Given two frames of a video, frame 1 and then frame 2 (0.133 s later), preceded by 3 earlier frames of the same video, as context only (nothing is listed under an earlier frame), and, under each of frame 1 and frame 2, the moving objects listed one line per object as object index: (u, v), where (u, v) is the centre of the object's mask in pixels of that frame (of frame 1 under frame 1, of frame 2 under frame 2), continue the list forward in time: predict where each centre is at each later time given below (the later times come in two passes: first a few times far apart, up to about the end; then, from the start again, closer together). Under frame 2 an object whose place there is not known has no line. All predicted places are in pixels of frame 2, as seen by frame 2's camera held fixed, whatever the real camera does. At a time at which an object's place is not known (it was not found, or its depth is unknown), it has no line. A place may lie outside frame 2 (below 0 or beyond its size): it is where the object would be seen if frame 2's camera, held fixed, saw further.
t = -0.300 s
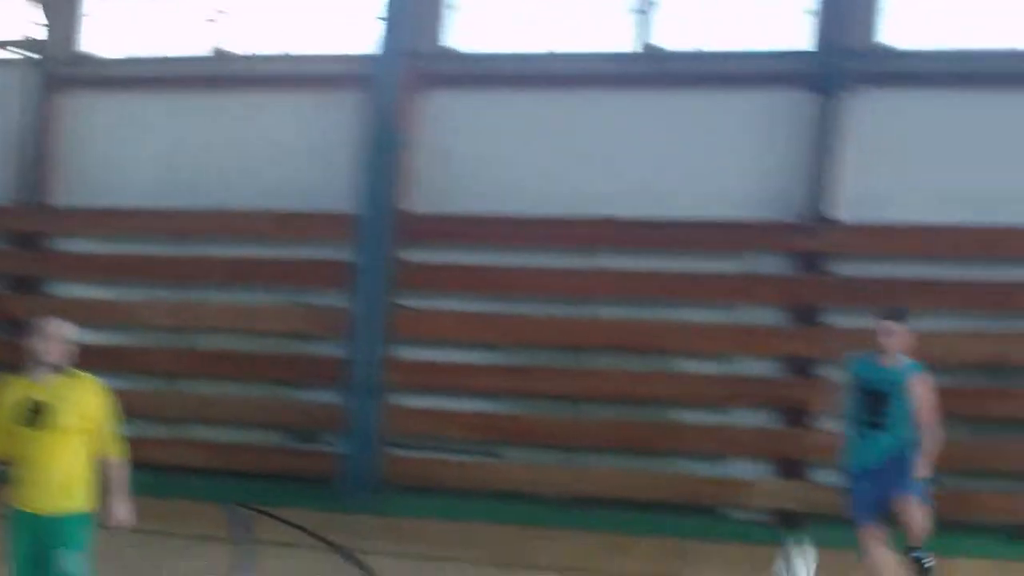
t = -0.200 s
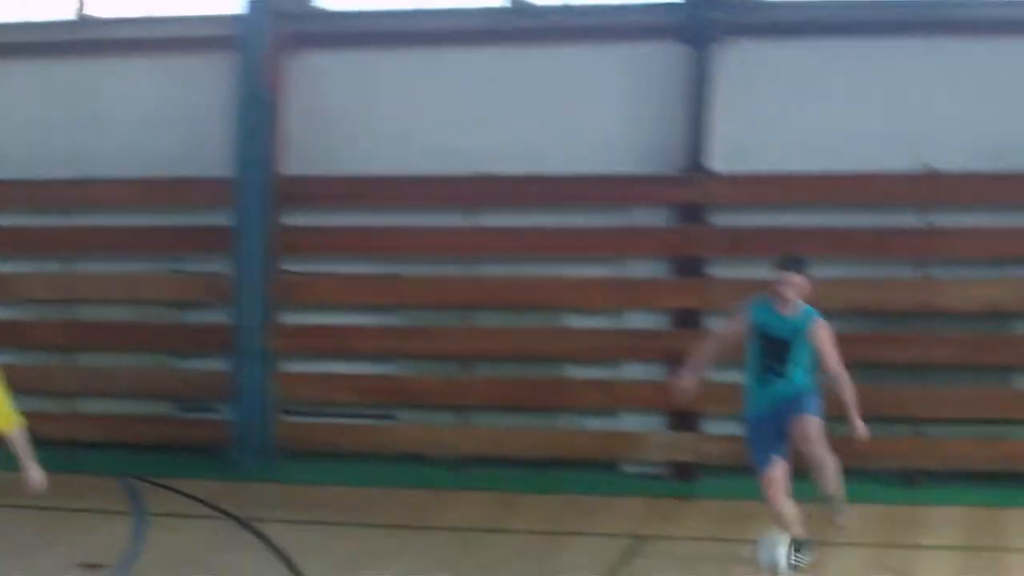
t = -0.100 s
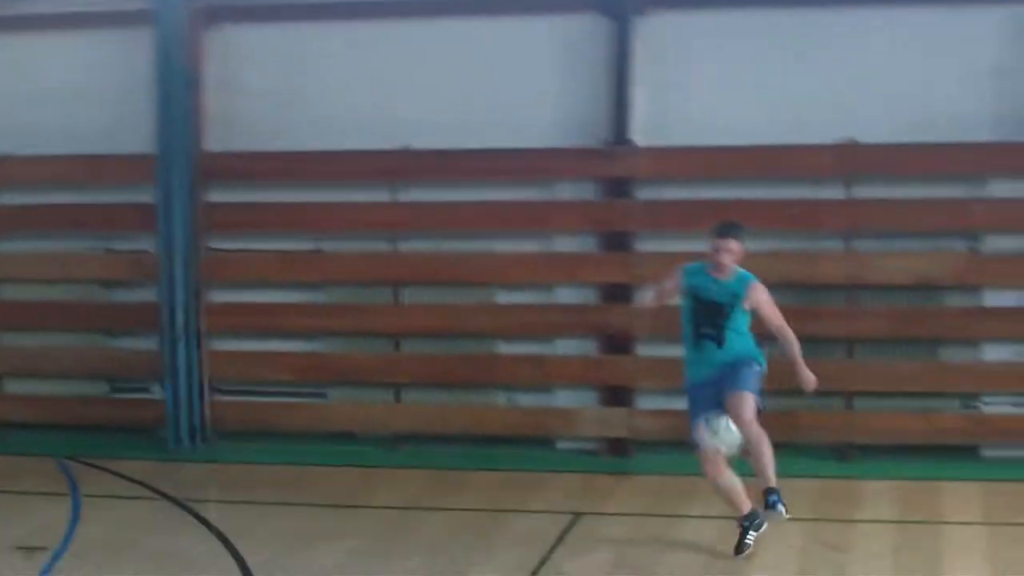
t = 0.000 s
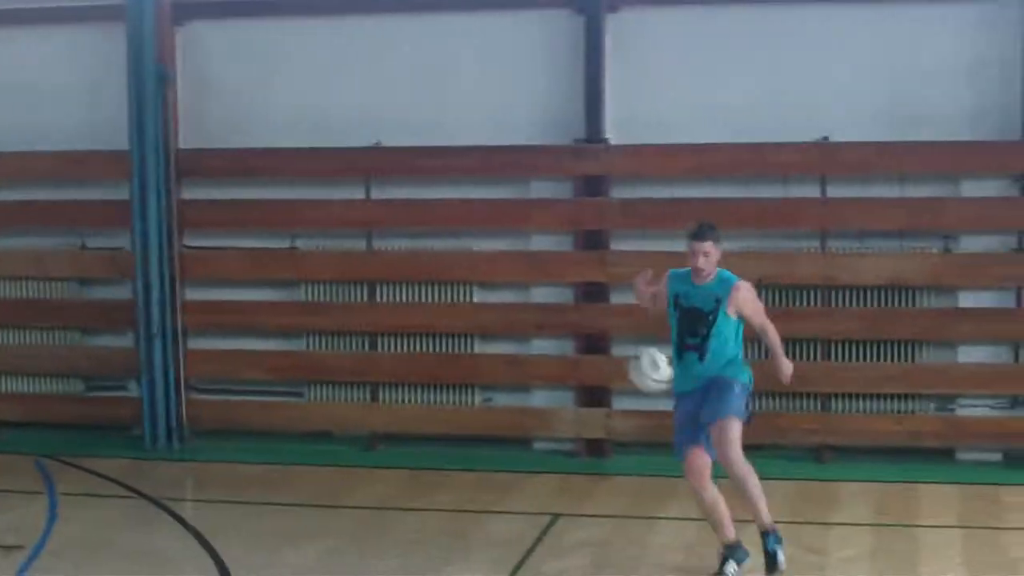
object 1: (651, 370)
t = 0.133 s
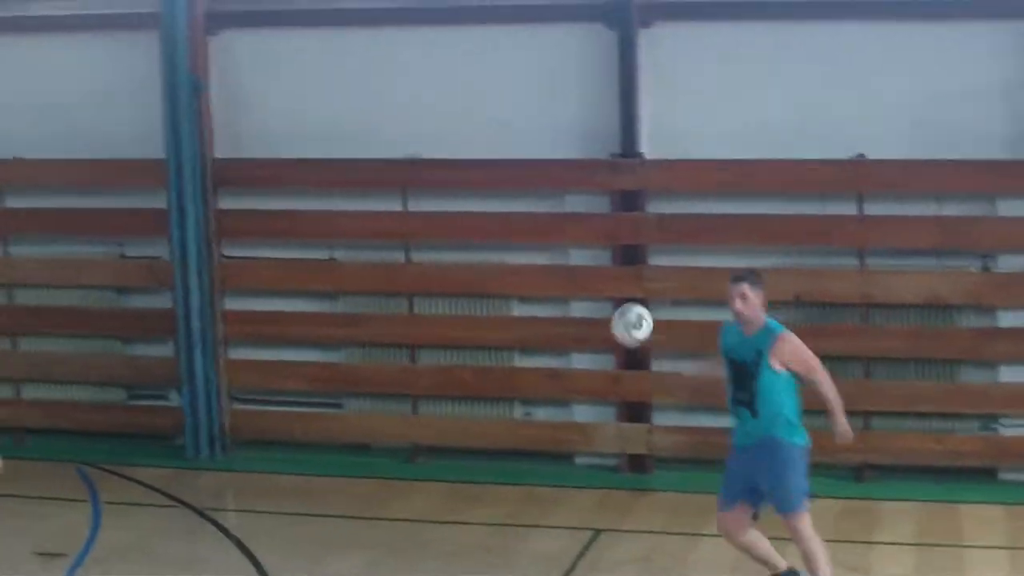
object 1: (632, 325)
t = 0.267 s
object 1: (577, 297)
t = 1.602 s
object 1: (403, 513)
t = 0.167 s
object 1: (619, 315)
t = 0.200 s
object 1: (604, 309)
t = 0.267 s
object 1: (577, 297)
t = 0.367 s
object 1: (535, 298)
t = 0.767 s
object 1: (378, 493)
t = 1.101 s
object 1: (365, 475)
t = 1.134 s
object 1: (368, 471)
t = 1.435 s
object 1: (393, 520)
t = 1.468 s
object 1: (395, 536)
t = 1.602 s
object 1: (403, 513)
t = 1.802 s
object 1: (416, 521)
